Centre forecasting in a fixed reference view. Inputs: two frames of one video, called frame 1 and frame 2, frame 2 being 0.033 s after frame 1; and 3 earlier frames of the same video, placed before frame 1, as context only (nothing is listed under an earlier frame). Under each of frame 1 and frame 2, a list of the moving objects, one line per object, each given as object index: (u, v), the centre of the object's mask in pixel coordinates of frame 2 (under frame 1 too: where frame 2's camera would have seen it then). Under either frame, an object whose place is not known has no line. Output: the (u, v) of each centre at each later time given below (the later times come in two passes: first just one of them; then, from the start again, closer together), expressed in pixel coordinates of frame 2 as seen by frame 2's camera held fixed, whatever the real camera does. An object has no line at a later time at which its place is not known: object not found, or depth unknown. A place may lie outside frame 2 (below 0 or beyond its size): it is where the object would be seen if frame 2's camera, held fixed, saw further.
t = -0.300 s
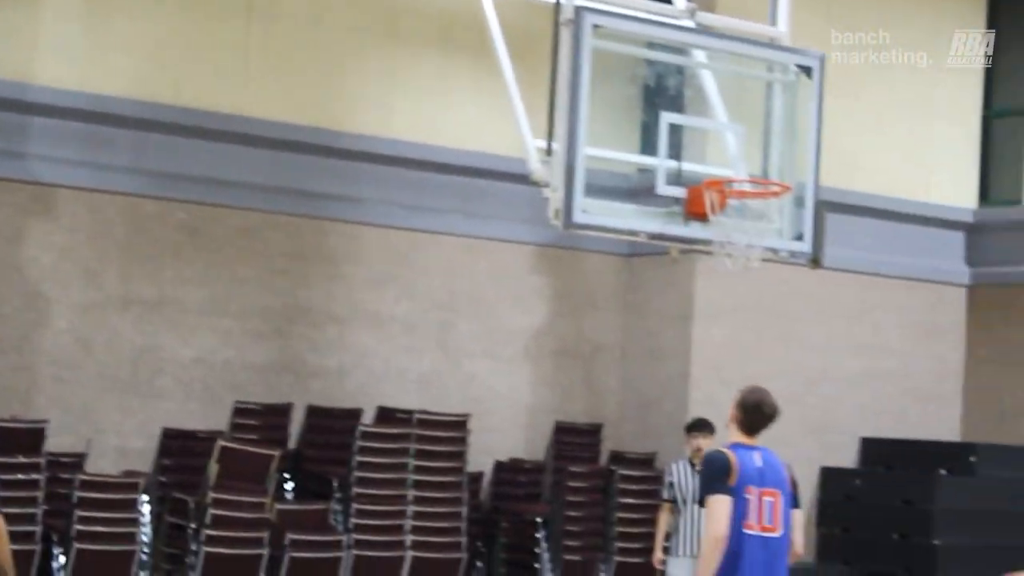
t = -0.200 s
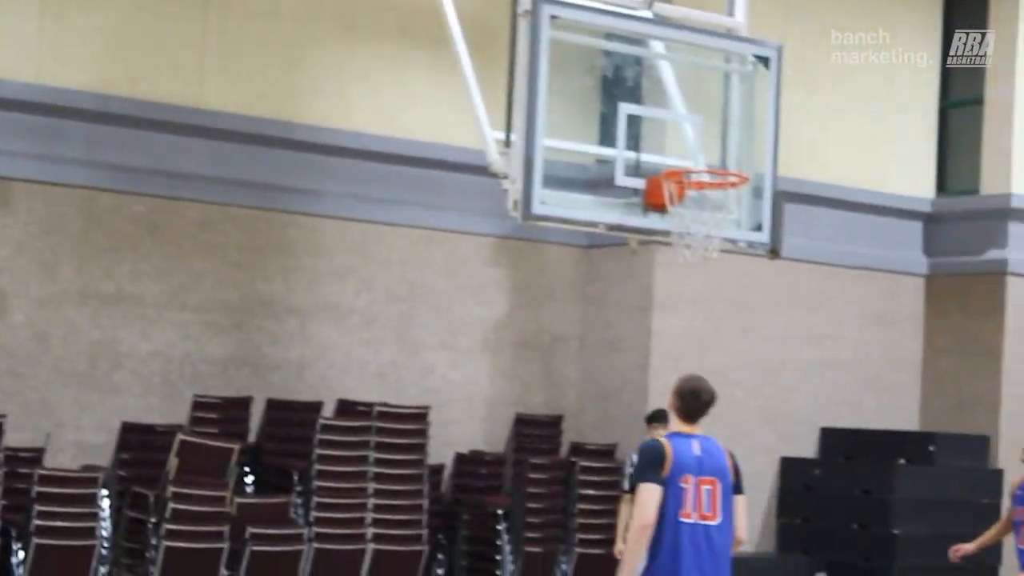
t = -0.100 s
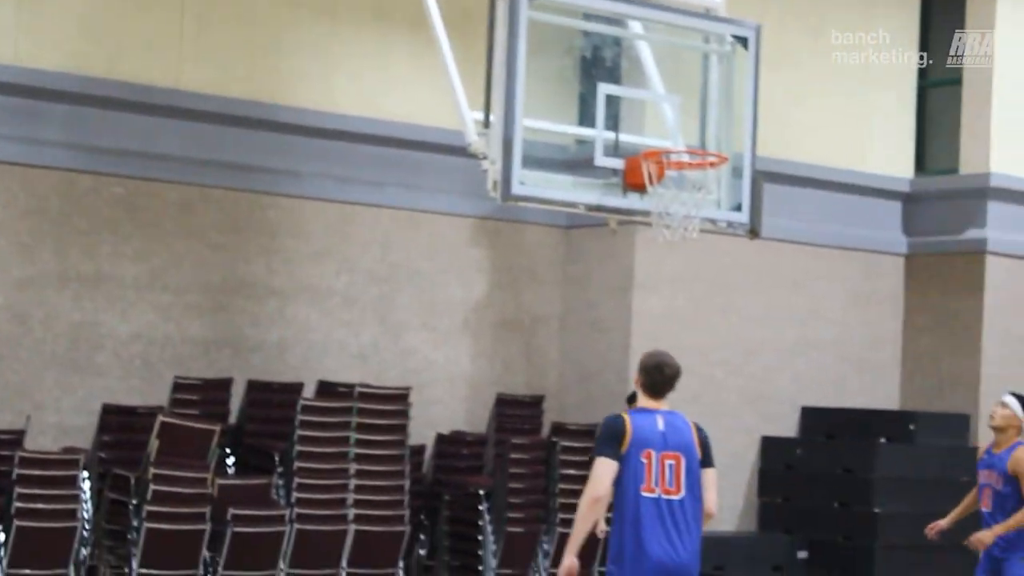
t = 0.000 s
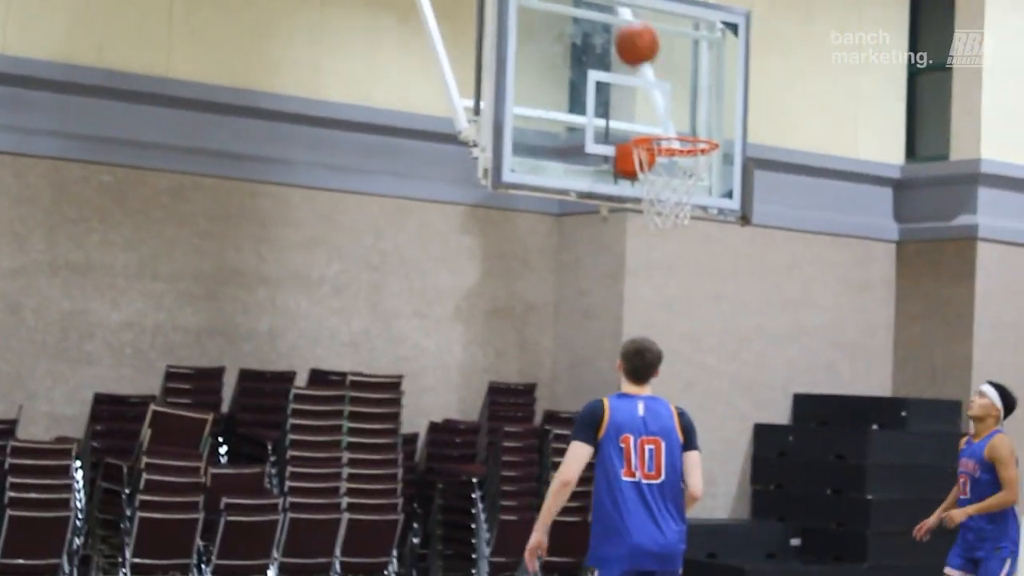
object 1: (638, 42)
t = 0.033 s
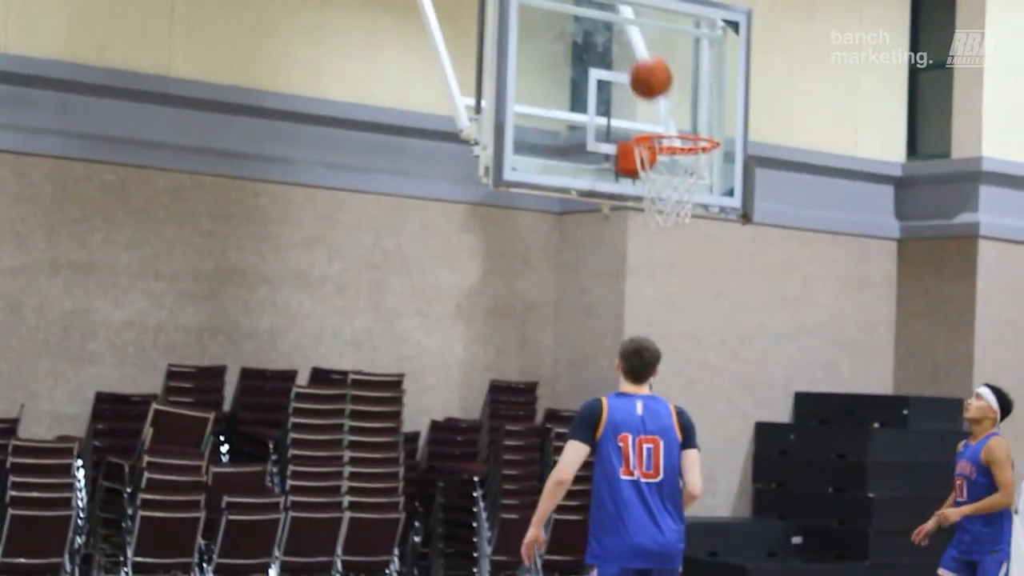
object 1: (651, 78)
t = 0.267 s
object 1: (706, 255)
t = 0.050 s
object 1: (657, 96)
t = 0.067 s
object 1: (663, 114)
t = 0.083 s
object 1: (671, 133)
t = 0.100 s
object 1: (677, 156)
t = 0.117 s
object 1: (681, 172)
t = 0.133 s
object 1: (686, 188)
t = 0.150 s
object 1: (689, 198)
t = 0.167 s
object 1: (692, 205)
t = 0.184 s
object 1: (694, 213)
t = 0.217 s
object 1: (699, 228)
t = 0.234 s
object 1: (701, 237)
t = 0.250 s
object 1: (704, 245)
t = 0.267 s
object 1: (706, 255)
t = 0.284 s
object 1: (709, 265)
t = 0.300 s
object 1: (711, 274)
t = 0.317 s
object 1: (714, 286)
